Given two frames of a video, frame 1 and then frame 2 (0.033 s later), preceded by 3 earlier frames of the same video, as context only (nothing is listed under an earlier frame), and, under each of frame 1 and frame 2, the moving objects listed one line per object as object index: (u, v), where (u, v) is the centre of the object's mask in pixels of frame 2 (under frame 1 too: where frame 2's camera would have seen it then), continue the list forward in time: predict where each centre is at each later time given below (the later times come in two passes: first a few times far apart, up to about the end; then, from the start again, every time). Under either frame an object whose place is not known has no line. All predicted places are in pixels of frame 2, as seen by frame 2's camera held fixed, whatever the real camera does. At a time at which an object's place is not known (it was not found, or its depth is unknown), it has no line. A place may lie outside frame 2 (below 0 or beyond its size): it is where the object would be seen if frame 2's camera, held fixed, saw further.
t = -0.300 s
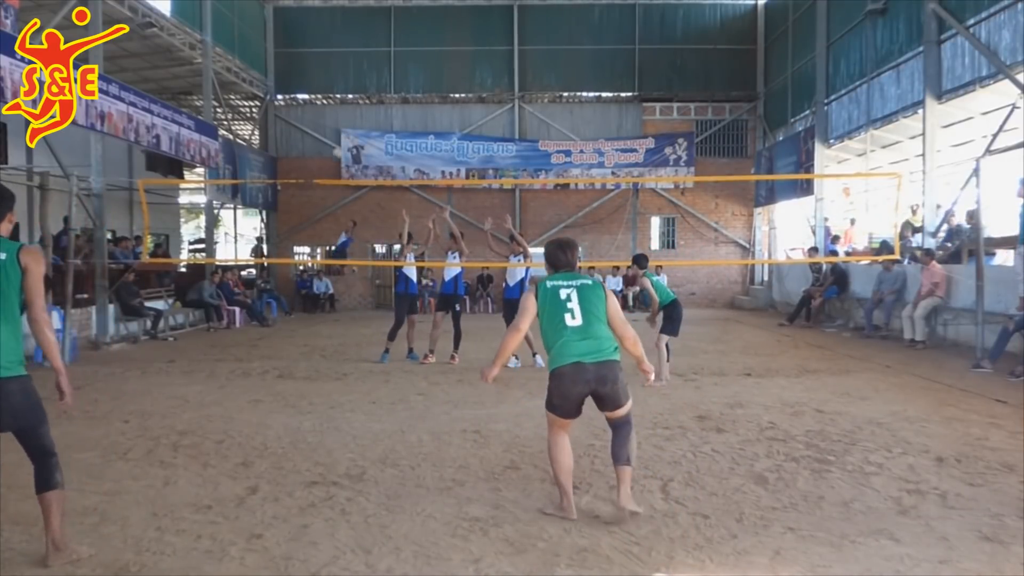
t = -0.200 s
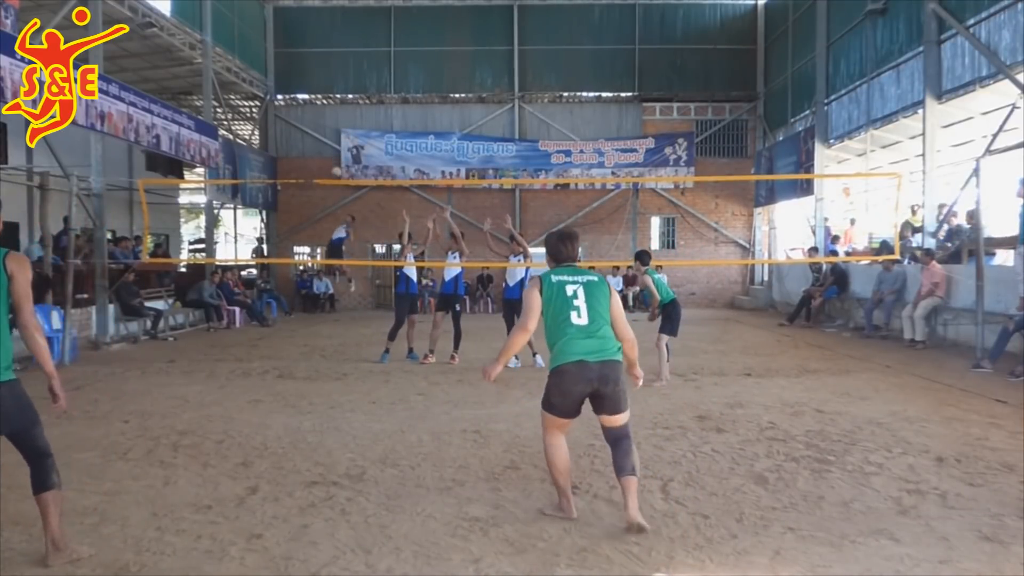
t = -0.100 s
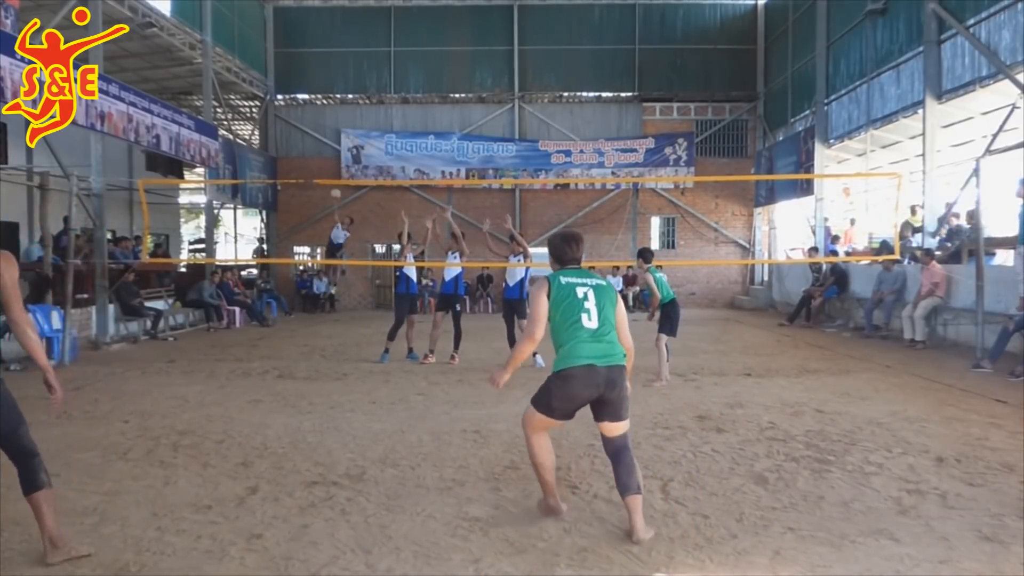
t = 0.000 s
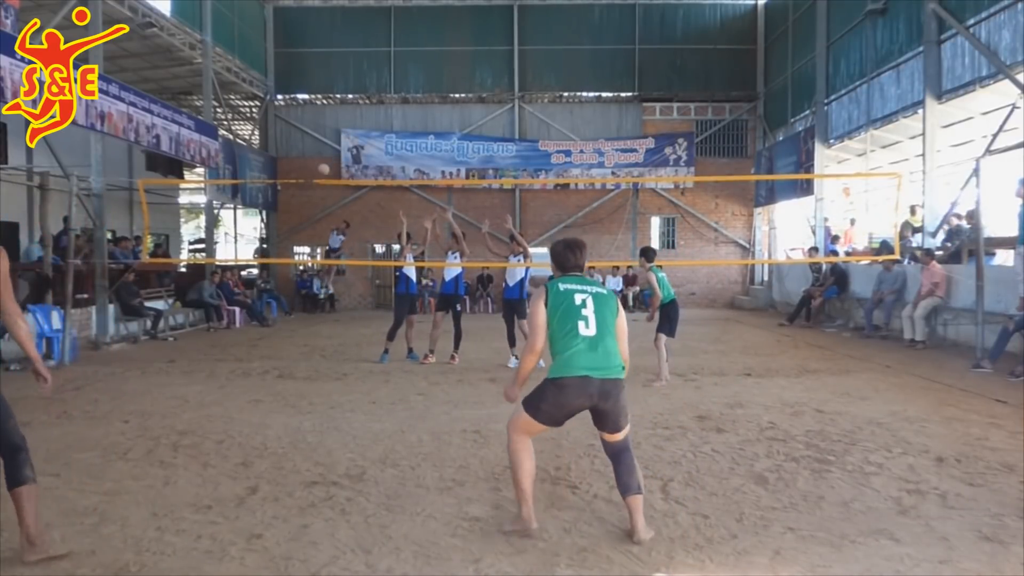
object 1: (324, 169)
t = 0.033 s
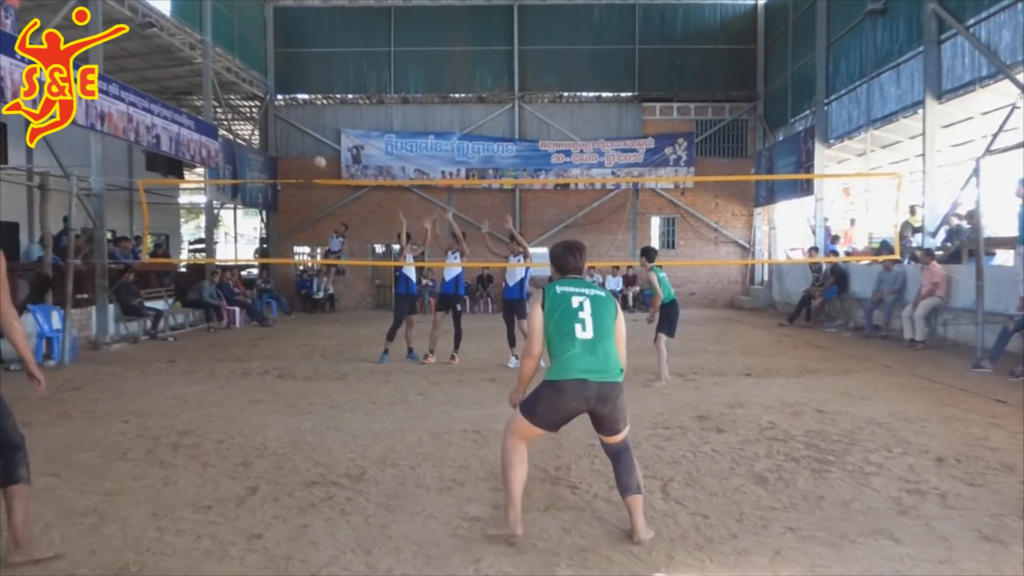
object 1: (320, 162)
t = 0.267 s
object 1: (292, 133)
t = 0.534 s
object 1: (248, 212)
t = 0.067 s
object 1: (316, 155)
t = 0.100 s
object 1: (312, 149)
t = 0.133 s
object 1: (308, 144)
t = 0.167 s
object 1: (305, 140)
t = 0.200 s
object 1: (301, 136)
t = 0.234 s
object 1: (296, 134)
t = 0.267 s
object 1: (292, 133)
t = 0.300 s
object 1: (288, 134)
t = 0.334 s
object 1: (283, 136)
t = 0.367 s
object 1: (278, 140)
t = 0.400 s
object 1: (273, 146)
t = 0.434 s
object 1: (268, 156)
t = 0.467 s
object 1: (262, 169)
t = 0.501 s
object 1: (255, 188)
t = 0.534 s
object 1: (248, 212)
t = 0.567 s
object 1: (238, 248)
